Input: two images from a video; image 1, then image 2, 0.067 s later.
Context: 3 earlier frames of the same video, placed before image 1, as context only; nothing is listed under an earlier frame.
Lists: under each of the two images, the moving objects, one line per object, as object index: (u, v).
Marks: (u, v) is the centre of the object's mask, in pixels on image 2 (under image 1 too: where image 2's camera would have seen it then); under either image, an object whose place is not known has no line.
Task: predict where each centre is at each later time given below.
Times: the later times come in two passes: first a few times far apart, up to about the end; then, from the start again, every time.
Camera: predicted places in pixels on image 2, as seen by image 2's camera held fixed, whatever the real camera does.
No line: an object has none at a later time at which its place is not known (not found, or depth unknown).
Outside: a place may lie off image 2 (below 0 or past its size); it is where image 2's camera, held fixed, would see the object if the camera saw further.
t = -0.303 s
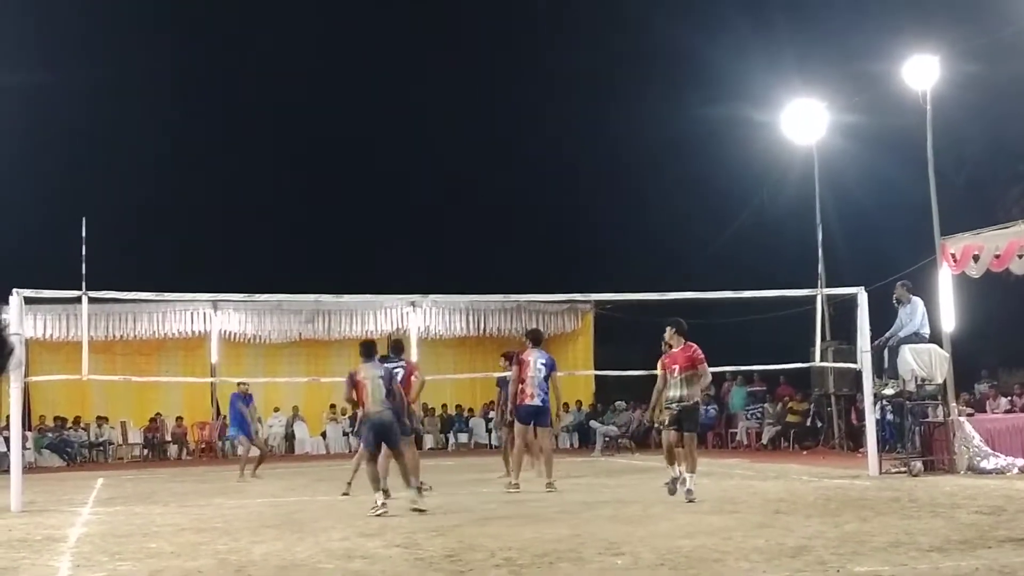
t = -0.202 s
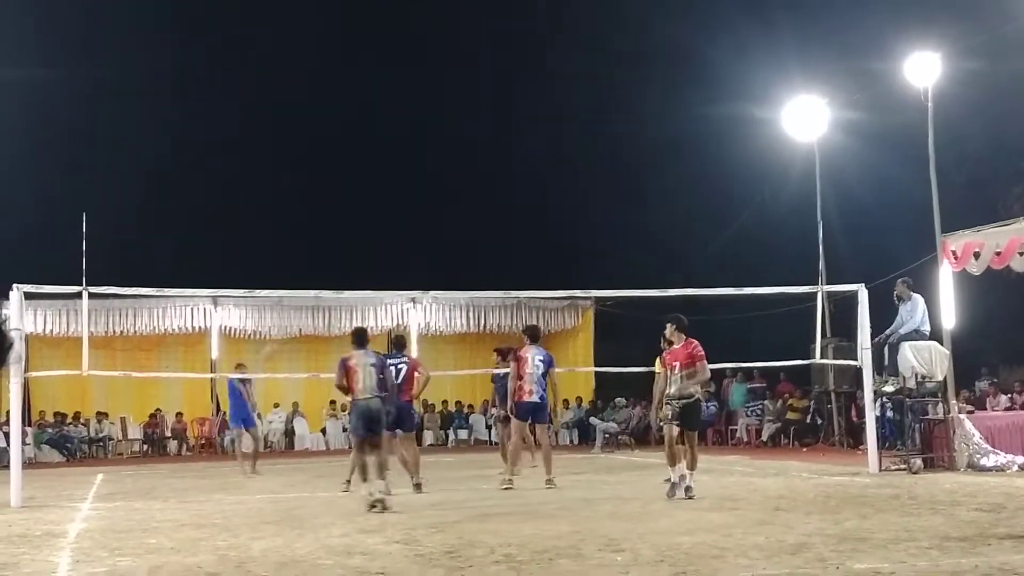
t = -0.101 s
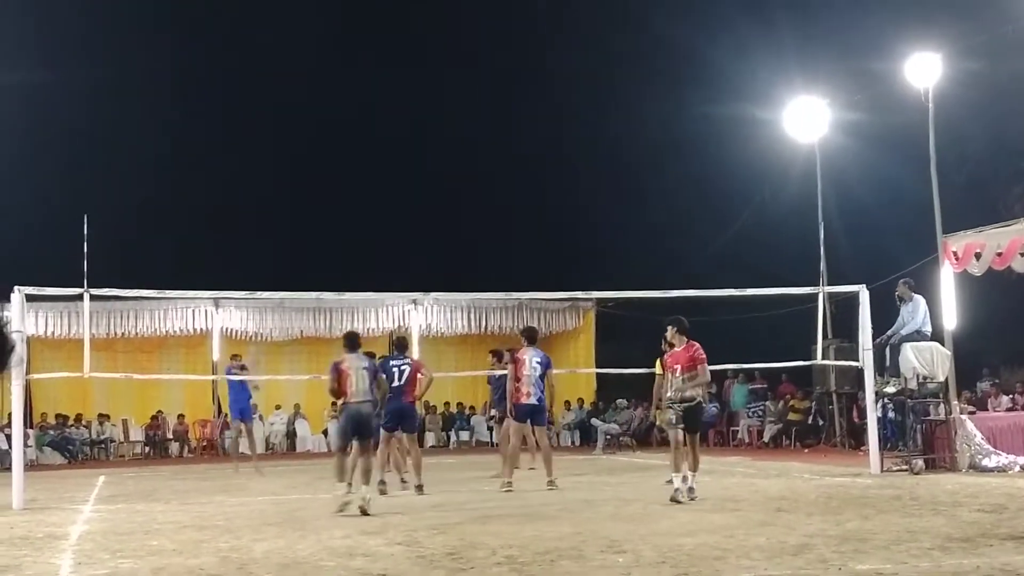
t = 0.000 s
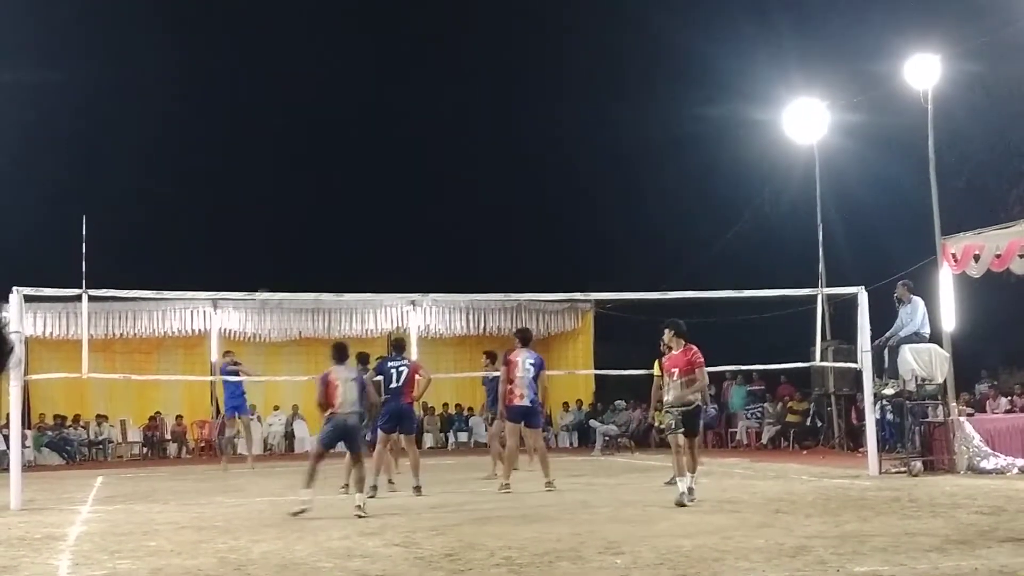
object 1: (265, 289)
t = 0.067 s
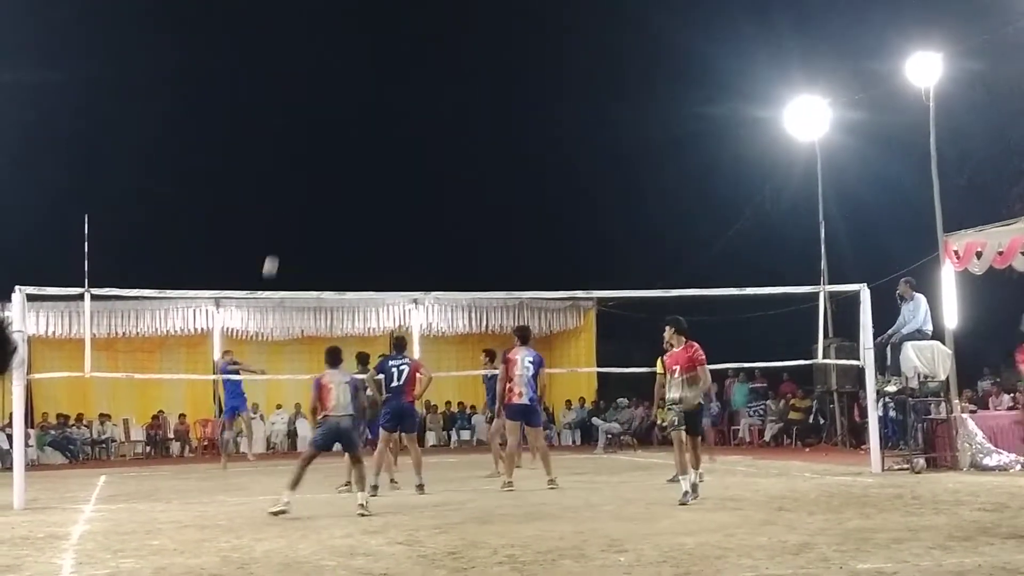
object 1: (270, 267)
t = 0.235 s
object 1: (285, 196)
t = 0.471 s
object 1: (307, 123)
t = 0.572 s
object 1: (316, 102)
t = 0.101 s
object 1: (273, 251)
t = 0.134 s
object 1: (276, 236)
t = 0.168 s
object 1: (279, 222)
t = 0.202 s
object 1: (282, 209)
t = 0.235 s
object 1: (285, 196)
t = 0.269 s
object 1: (288, 183)
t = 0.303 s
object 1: (291, 171)
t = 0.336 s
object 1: (294, 160)
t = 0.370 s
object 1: (297, 150)
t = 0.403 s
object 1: (301, 140)
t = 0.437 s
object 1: (304, 131)
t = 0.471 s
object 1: (307, 123)
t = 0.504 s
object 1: (310, 116)
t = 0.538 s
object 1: (313, 108)
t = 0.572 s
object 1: (316, 102)
